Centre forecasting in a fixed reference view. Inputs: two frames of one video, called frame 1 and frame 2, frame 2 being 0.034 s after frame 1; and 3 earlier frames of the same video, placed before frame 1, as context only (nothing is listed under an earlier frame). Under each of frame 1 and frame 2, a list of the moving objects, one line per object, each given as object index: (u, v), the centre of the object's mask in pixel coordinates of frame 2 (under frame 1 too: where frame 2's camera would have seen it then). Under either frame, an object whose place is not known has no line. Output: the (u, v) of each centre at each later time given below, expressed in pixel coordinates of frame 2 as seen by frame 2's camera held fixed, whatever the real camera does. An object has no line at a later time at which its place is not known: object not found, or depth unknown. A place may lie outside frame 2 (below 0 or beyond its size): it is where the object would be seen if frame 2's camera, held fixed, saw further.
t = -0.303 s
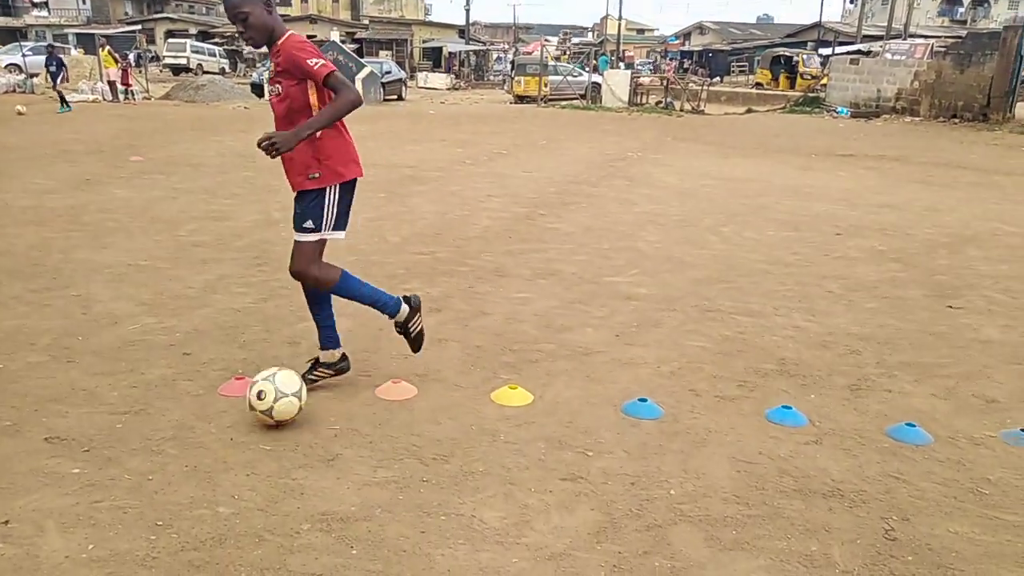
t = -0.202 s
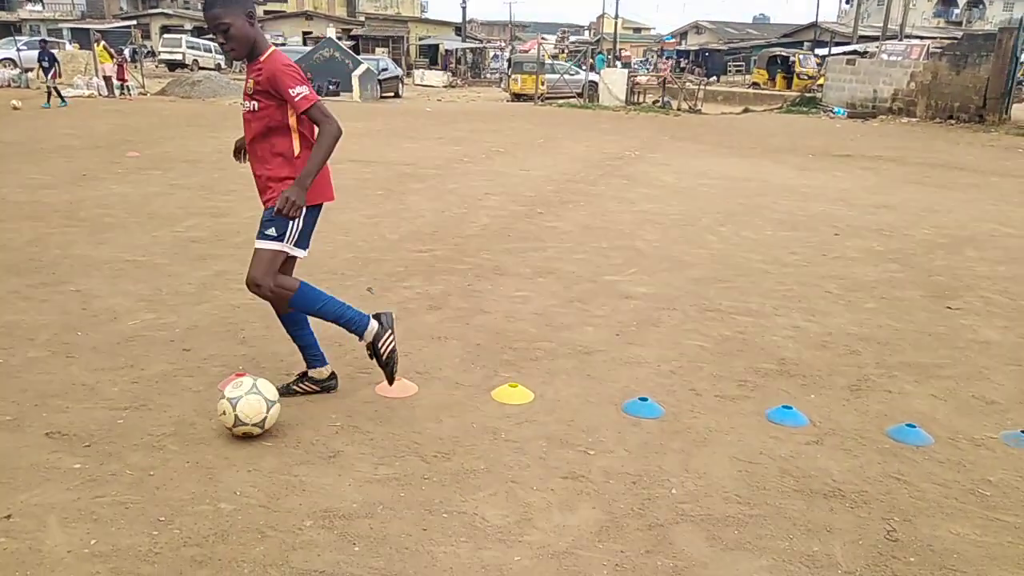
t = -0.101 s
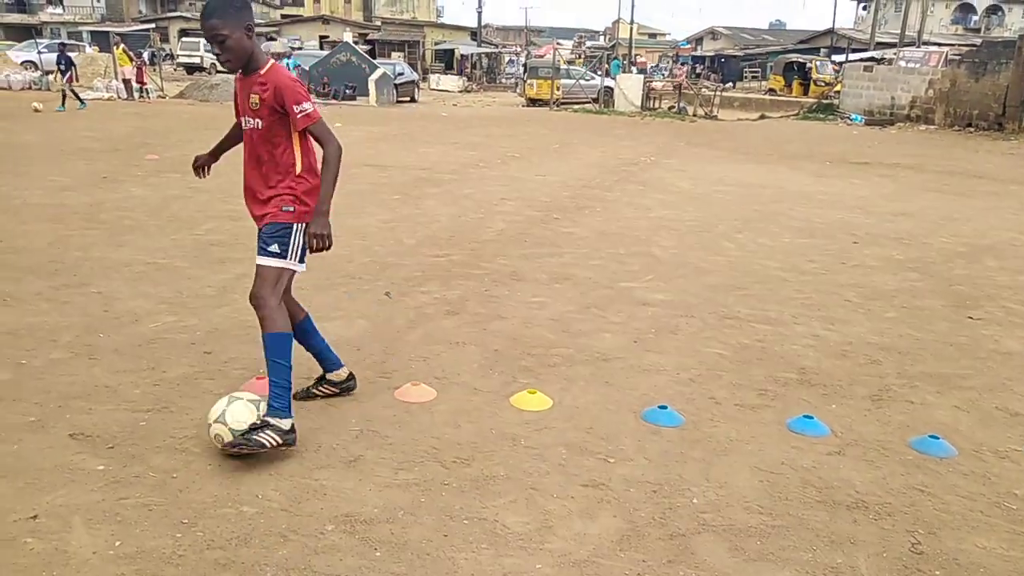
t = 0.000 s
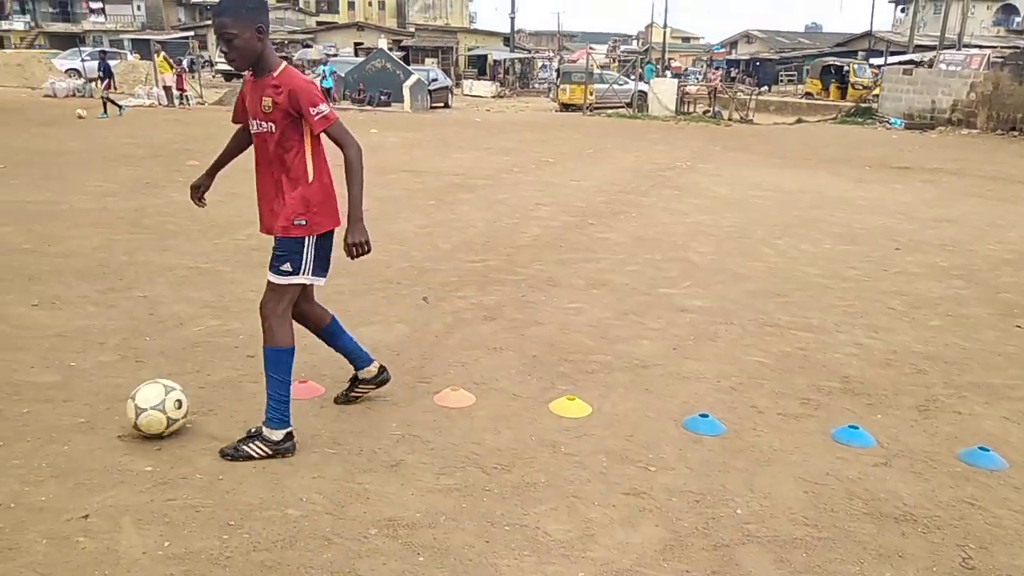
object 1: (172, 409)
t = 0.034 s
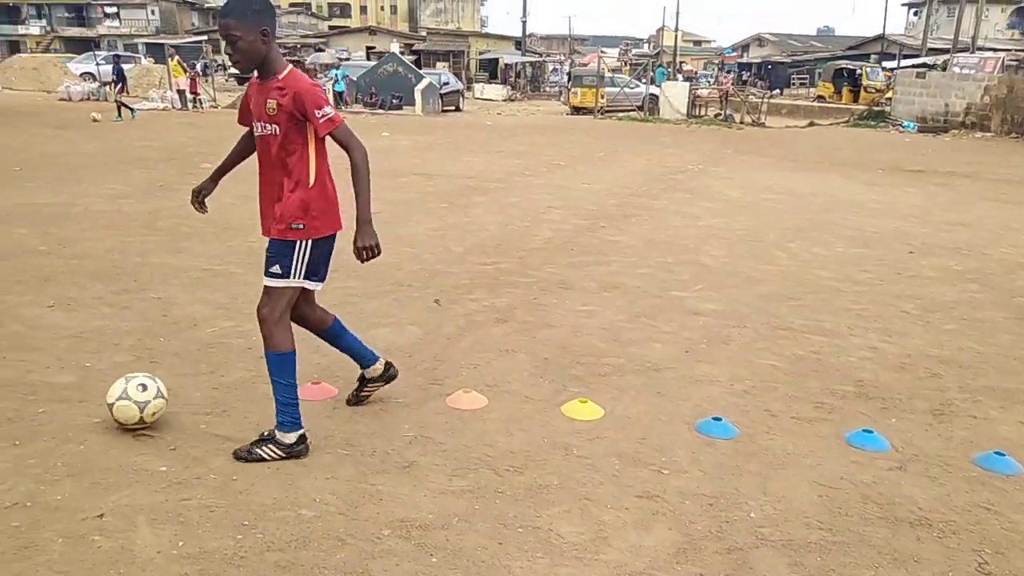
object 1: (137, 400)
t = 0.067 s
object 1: (104, 394)
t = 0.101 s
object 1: (72, 388)
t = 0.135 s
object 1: (44, 383)
